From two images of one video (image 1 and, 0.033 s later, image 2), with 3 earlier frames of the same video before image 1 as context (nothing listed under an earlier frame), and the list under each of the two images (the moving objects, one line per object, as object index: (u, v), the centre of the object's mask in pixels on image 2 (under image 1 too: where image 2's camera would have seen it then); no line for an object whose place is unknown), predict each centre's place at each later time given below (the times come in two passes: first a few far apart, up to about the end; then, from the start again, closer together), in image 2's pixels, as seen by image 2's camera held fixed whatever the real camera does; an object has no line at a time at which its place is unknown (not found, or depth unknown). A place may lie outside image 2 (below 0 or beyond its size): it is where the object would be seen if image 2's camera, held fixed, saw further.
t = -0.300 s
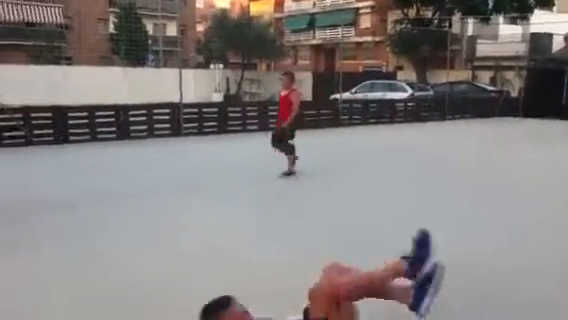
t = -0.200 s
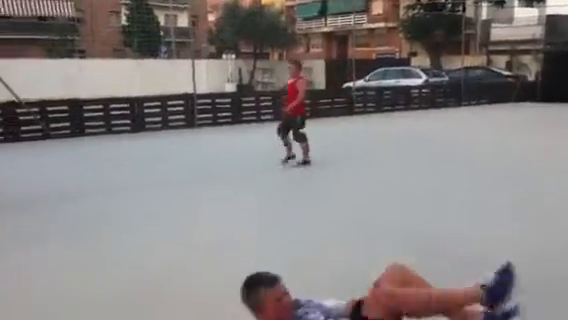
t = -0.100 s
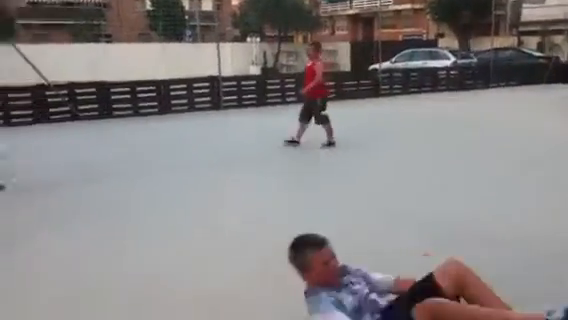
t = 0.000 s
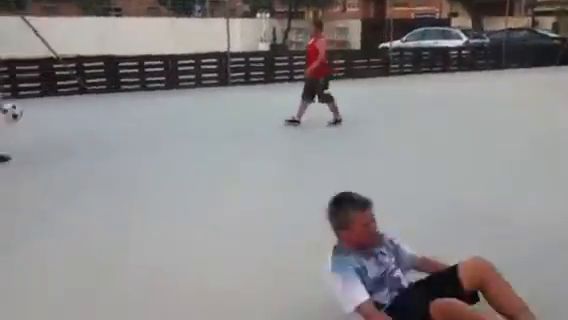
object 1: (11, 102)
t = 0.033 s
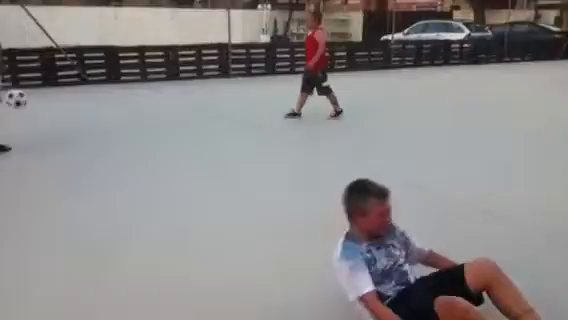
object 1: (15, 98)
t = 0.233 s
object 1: (42, 95)
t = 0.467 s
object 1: (70, 120)
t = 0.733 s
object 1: (91, 99)
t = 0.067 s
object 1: (20, 95)
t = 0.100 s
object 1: (24, 93)
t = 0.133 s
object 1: (30, 92)
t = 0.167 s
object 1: (34, 92)
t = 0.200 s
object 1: (38, 93)
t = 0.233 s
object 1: (42, 95)
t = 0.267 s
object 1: (47, 97)
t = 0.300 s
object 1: (50, 101)
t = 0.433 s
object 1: (67, 126)
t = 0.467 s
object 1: (70, 120)
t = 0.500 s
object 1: (72, 115)
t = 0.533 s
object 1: (74, 110)
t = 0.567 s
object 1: (76, 106)
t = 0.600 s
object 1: (79, 105)
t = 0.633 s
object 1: (82, 102)
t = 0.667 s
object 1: (84, 99)
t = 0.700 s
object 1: (87, 99)
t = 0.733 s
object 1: (91, 99)
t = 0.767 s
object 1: (93, 101)
